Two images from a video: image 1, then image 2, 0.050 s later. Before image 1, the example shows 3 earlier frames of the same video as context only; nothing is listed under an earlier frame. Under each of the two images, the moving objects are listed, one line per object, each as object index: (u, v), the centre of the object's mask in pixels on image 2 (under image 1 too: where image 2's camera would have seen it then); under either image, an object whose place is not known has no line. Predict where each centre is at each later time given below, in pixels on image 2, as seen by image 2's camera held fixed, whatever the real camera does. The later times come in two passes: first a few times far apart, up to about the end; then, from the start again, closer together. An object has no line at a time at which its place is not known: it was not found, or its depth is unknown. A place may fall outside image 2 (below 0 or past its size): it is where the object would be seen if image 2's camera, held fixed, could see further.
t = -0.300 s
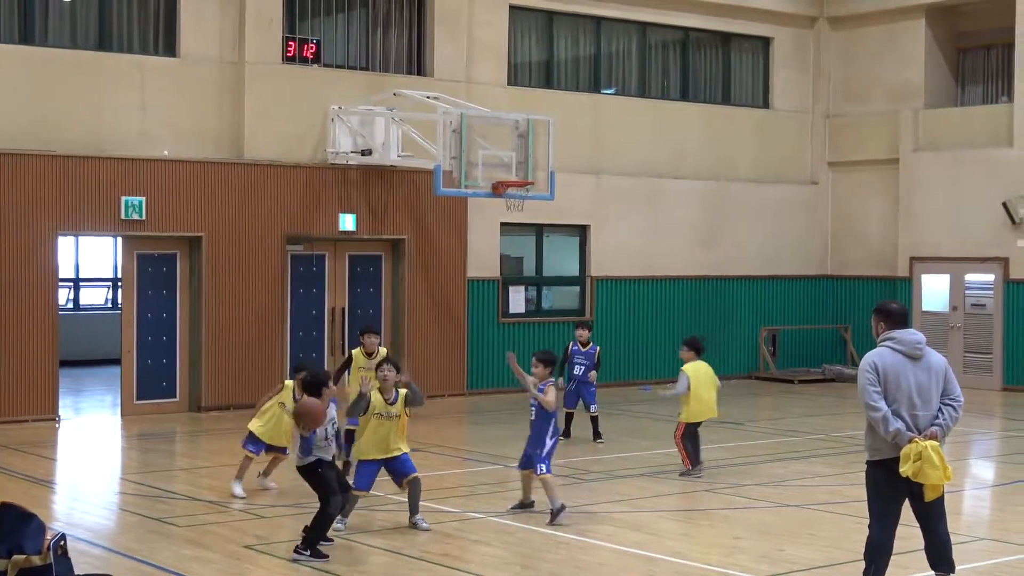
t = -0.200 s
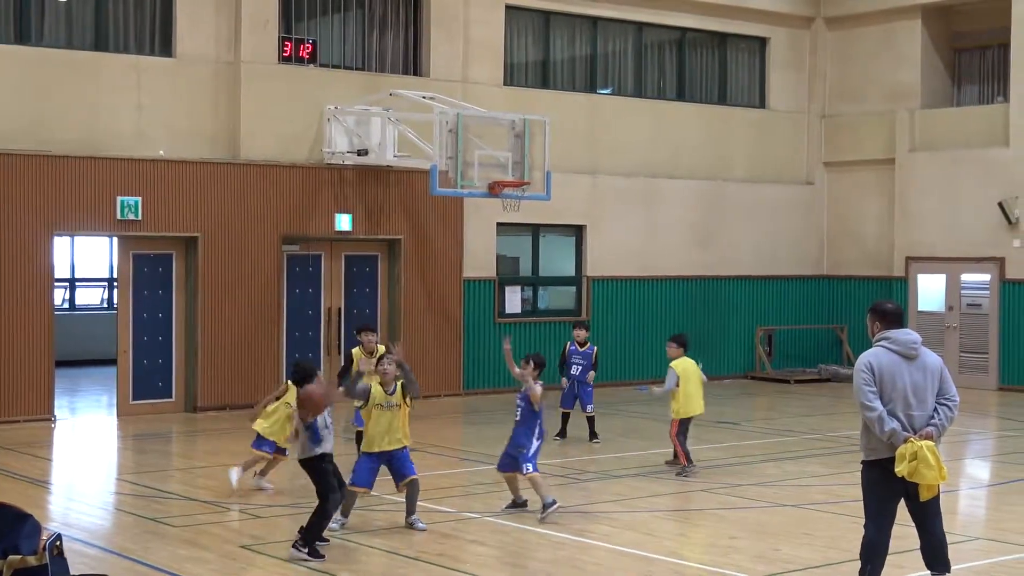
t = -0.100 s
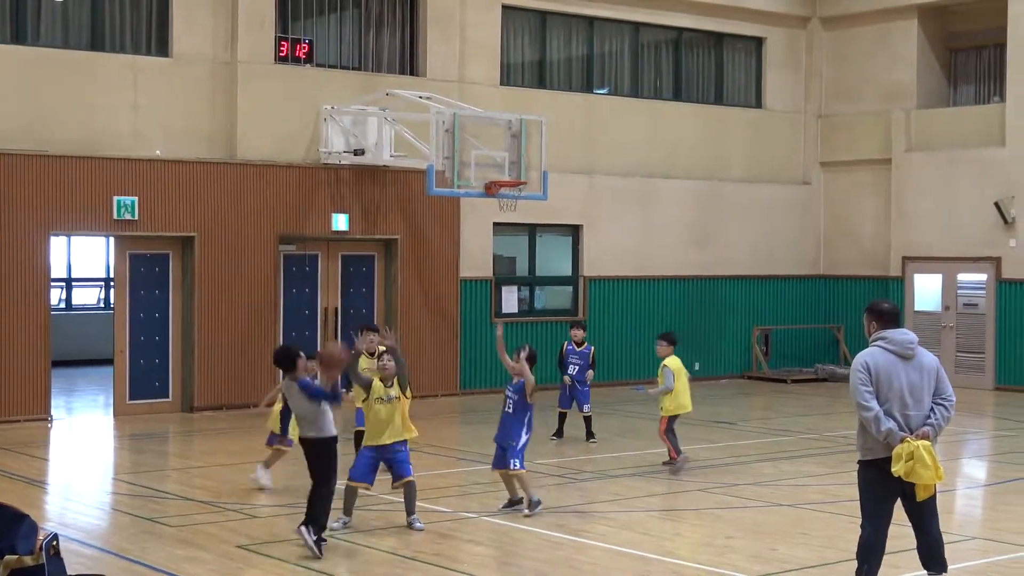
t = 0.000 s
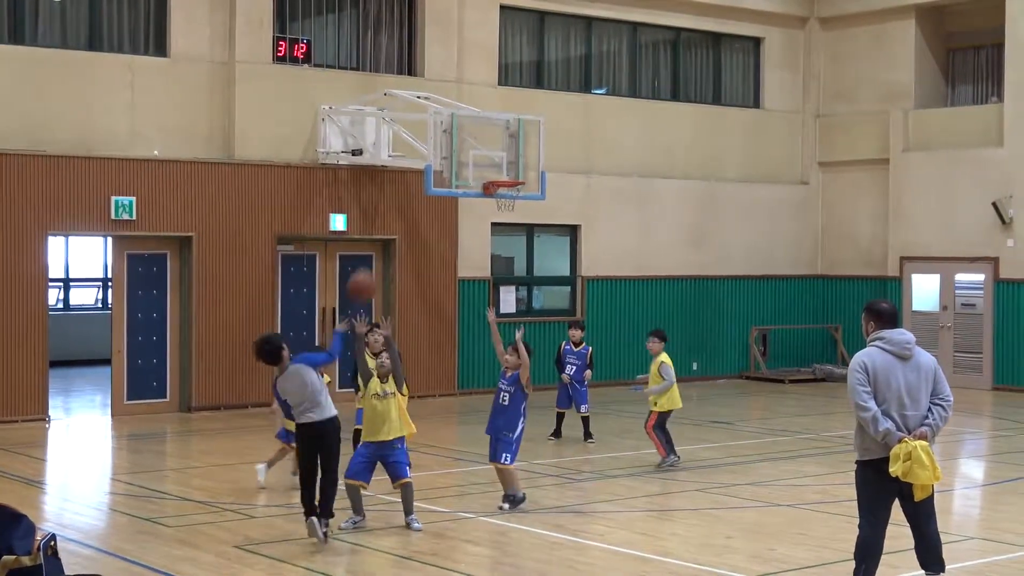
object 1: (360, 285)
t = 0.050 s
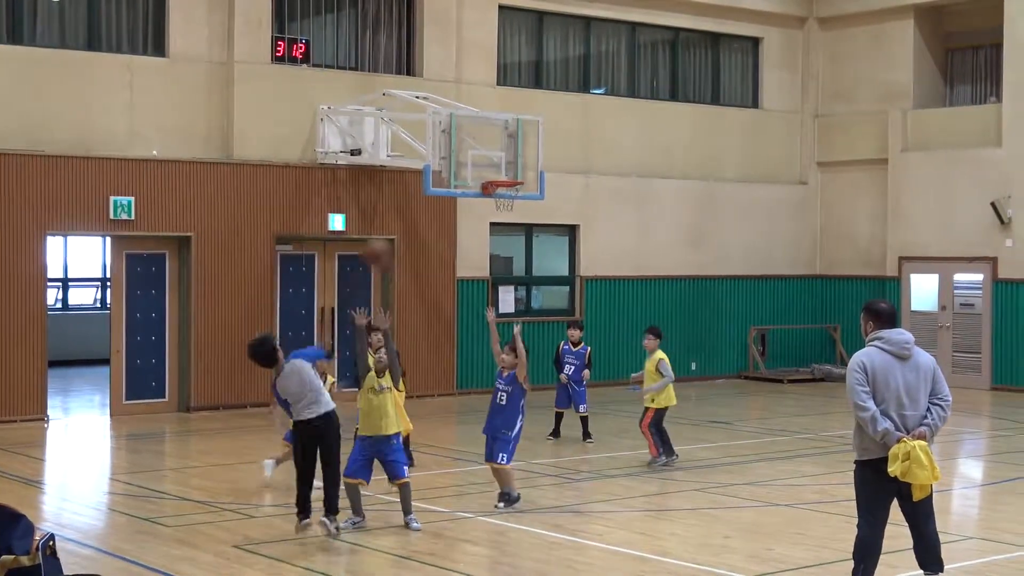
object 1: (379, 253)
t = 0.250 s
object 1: (430, 164)
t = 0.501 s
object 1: (484, 128)
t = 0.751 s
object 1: (526, 158)
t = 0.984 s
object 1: (558, 231)
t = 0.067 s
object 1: (381, 247)
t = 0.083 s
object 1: (387, 236)
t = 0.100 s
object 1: (390, 224)
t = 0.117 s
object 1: (396, 216)
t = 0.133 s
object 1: (399, 207)
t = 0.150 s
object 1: (405, 200)
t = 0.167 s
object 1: (410, 192)
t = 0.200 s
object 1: (416, 181)
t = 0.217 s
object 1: (422, 175)
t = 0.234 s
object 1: (426, 169)
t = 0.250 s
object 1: (430, 164)
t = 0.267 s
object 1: (434, 159)
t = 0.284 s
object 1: (437, 155)
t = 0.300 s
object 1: (441, 151)
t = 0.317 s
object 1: (445, 147)
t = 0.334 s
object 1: (449, 145)
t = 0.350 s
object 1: (453, 140)
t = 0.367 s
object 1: (456, 138)
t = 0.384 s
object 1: (460, 136)
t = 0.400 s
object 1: (463, 133)
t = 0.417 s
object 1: (467, 132)
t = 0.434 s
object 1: (470, 131)
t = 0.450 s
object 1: (474, 130)
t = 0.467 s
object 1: (477, 129)
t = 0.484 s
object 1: (480, 129)
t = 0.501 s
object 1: (484, 128)
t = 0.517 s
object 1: (487, 129)
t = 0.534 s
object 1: (489, 129)
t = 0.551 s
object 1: (493, 129)
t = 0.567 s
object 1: (496, 130)
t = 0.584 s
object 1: (499, 131)
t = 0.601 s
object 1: (501, 132)
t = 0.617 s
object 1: (504, 134)
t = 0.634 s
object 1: (507, 137)
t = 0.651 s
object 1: (509, 139)
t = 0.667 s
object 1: (513, 142)
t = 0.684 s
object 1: (515, 145)
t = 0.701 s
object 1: (518, 147)
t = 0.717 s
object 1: (521, 151)
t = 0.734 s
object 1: (523, 155)
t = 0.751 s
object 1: (526, 158)
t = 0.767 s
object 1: (529, 162)
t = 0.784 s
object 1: (531, 166)
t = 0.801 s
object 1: (533, 170)
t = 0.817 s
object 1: (536, 175)
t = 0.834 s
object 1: (539, 180)
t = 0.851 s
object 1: (541, 185)
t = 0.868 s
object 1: (543, 190)
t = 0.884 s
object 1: (546, 195)
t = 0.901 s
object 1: (548, 201)
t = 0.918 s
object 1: (550, 207)
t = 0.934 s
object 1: (552, 212)
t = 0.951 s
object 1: (554, 218)
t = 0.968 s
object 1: (557, 225)
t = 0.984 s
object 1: (558, 231)
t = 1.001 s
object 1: (561, 238)
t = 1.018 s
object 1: (563, 245)
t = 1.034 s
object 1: (565, 252)
